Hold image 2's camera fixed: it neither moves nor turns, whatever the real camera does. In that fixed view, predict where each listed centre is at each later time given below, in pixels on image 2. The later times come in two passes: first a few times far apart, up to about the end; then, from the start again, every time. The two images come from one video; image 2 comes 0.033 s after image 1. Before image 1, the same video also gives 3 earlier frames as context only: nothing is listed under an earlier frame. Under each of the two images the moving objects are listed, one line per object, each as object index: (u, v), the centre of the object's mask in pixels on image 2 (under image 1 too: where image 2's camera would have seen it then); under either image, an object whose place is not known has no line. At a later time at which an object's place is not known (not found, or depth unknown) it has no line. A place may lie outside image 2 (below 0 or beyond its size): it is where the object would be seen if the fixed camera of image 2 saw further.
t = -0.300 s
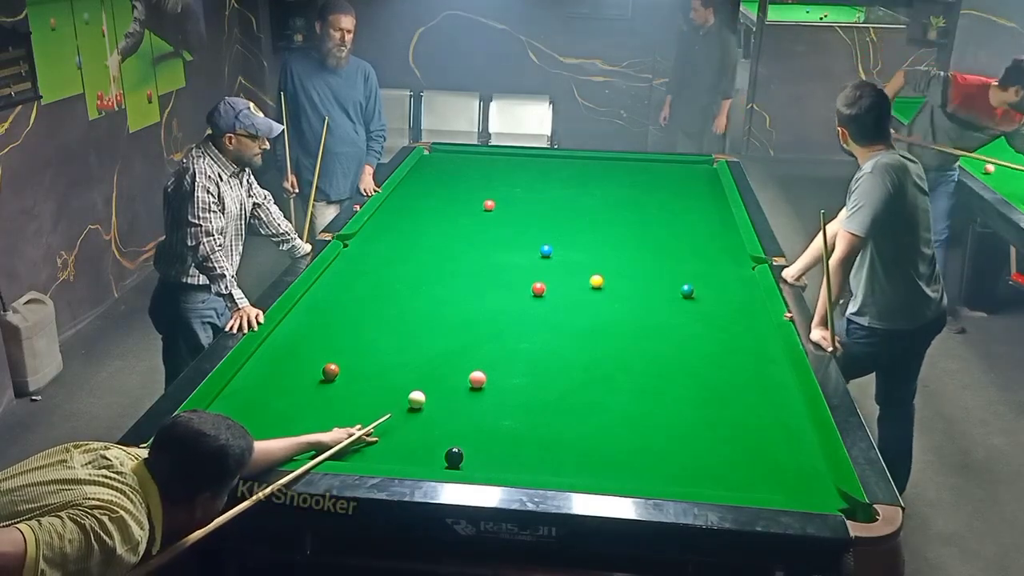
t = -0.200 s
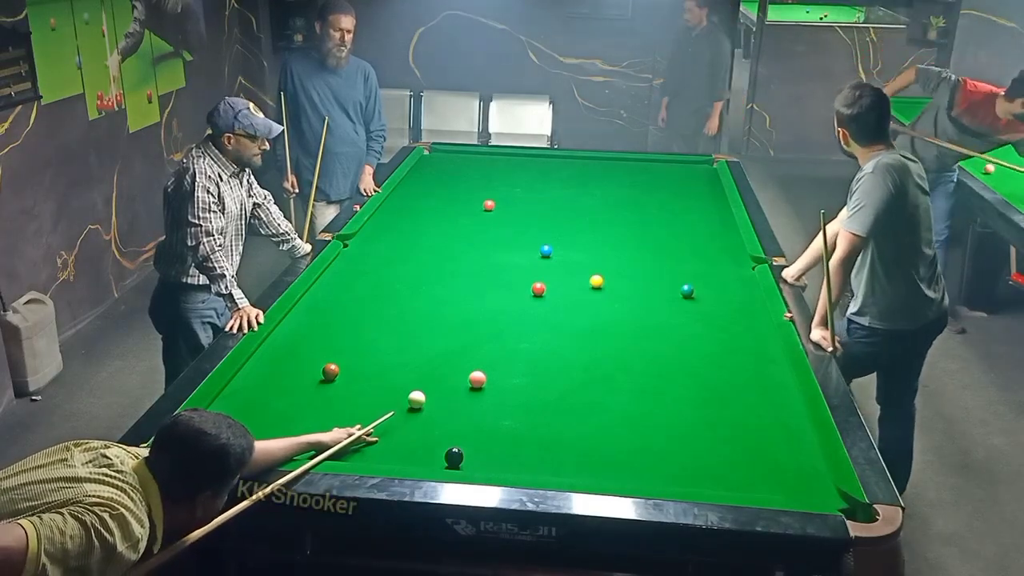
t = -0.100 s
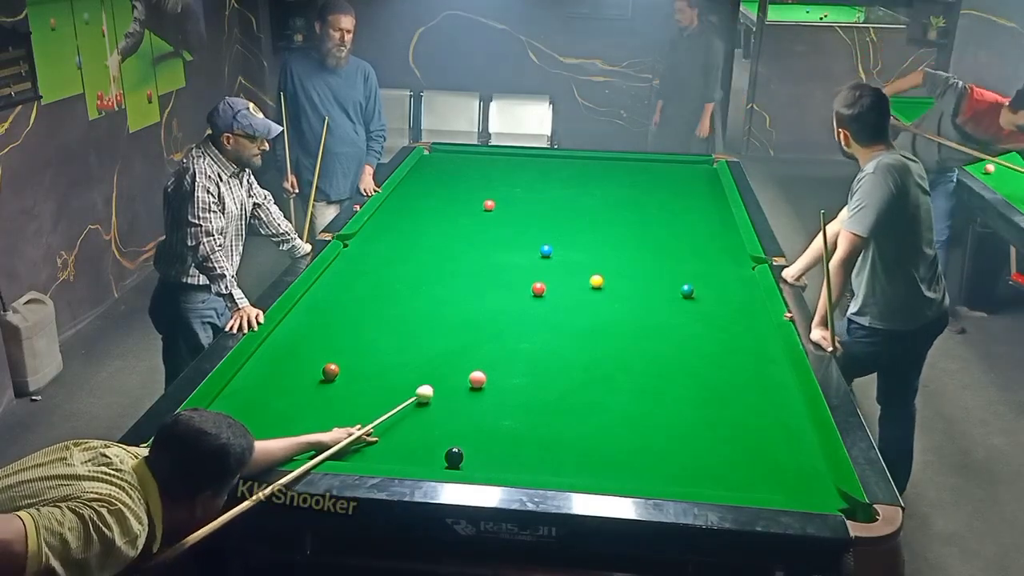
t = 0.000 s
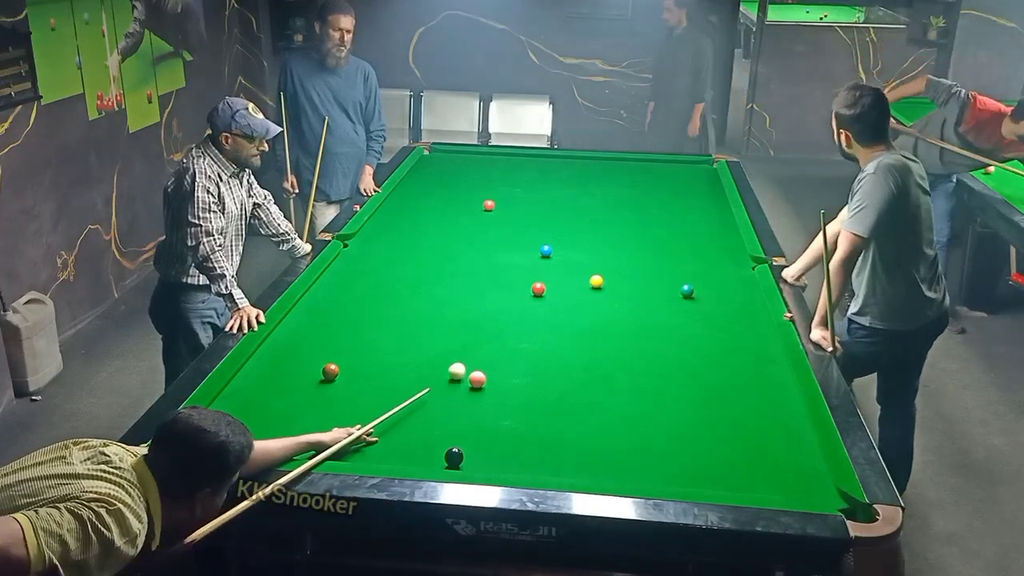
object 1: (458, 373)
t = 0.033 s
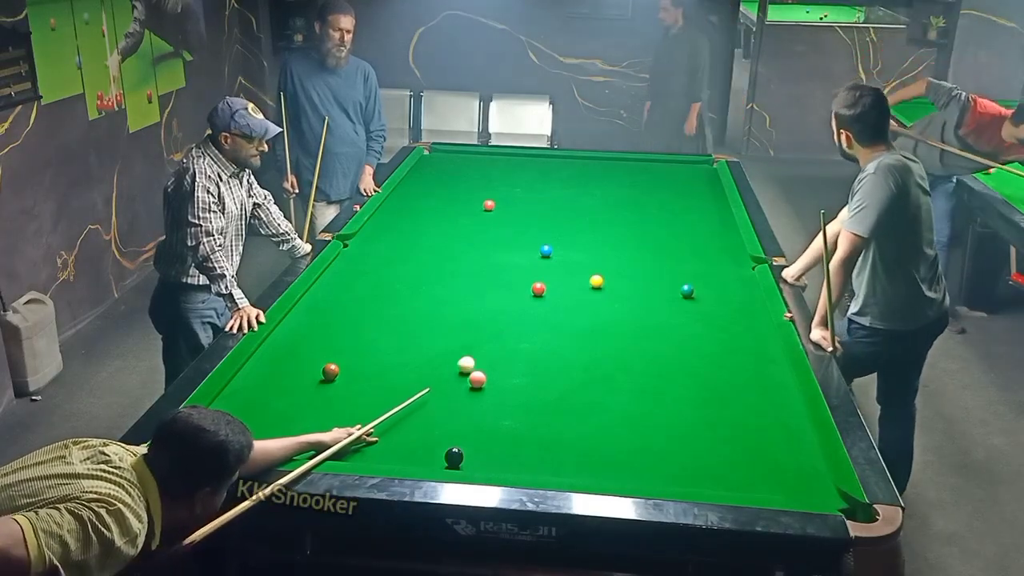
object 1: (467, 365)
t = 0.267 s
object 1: (524, 329)
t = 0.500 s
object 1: (569, 298)
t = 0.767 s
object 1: (578, 267)
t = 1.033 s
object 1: (574, 246)
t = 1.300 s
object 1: (570, 227)
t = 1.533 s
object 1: (568, 213)
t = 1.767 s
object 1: (566, 201)
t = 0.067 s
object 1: (477, 364)
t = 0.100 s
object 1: (485, 358)
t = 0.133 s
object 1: (493, 351)
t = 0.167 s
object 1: (502, 346)
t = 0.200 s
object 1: (509, 339)
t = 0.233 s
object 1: (516, 334)
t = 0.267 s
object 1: (524, 329)
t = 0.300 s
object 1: (531, 325)
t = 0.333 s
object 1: (537, 319)
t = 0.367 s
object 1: (544, 317)
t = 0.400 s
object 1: (551, 310)
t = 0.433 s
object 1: (558, 306)
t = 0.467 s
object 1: (563, 301)
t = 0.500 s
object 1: (569, 298)
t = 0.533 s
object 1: (575, 293)
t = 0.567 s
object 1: (579, 288)
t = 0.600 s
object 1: (584, 283)
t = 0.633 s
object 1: (582, 279)
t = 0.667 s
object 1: (580, 276)
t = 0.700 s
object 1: (579, 274)
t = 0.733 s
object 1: (579, 270)
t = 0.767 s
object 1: (578, 267)
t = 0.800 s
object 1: (577, 265)
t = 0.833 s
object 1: (577, 262)
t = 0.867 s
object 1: (577, 259)
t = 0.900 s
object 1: (576, 256)
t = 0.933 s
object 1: (575, 253)
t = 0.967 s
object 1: (575, 251)
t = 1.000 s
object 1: (574, 248)
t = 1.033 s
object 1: (574, 246)
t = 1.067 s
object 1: (573, 243)
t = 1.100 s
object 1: (573, 241)
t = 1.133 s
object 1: (573, 239)
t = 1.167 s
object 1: (572, 236)
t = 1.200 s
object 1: (572, 234)
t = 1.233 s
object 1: (571, 232)
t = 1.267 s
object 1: (571, 229)
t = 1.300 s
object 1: (570, 227)
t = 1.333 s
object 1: (570, 225)
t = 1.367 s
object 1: (570, 223)
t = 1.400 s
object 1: (569, 221)
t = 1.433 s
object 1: (569, 219)
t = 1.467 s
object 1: (569, 217)
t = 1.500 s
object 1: (569, 215)
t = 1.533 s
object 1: (568, 213)
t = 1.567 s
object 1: (568, 212)
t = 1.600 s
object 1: (568, 209)
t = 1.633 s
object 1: (567, 208)
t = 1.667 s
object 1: (567, 206)
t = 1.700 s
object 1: (567, 204)
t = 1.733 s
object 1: (566, 202)
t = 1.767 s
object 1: (566, 201)
